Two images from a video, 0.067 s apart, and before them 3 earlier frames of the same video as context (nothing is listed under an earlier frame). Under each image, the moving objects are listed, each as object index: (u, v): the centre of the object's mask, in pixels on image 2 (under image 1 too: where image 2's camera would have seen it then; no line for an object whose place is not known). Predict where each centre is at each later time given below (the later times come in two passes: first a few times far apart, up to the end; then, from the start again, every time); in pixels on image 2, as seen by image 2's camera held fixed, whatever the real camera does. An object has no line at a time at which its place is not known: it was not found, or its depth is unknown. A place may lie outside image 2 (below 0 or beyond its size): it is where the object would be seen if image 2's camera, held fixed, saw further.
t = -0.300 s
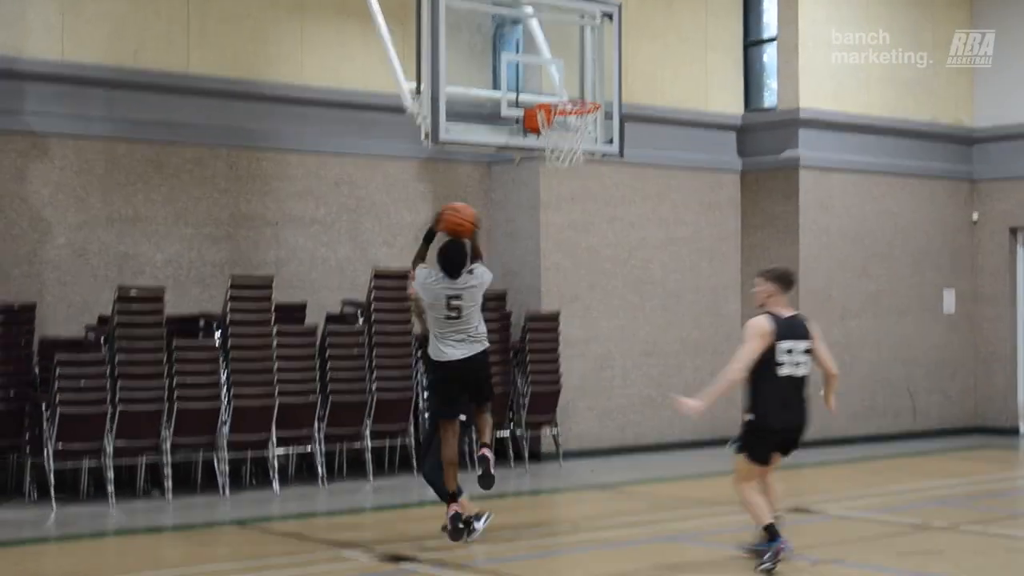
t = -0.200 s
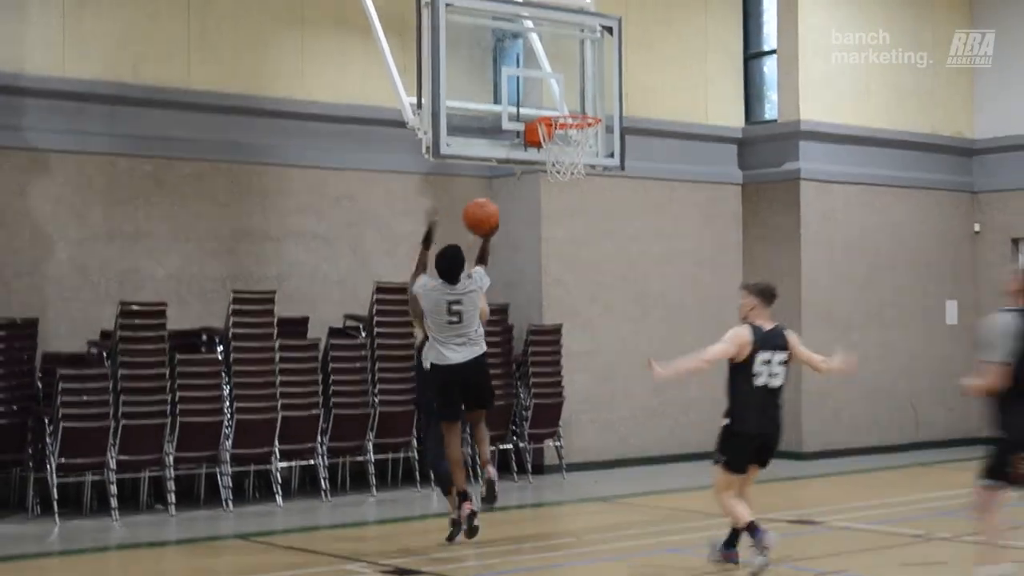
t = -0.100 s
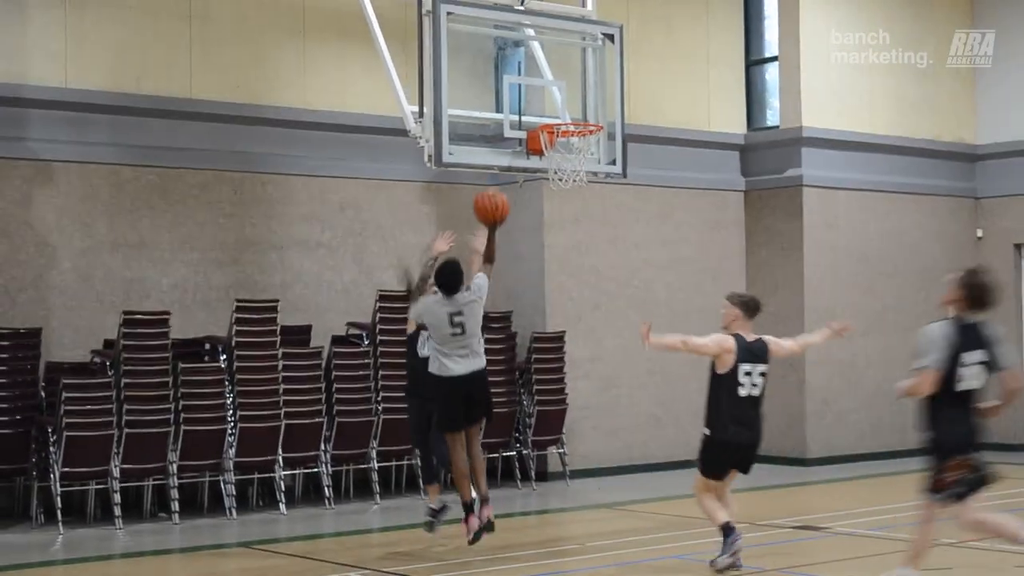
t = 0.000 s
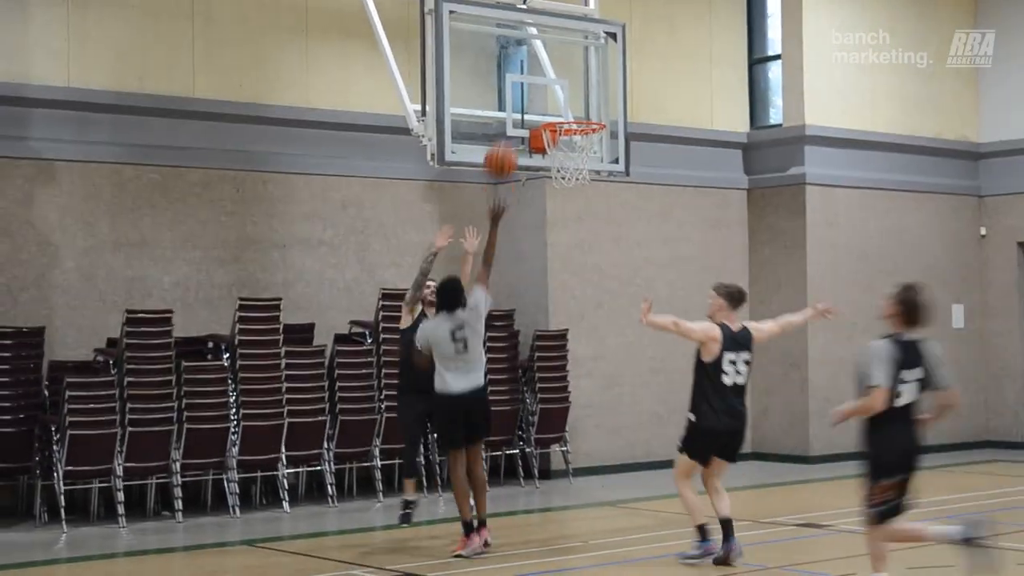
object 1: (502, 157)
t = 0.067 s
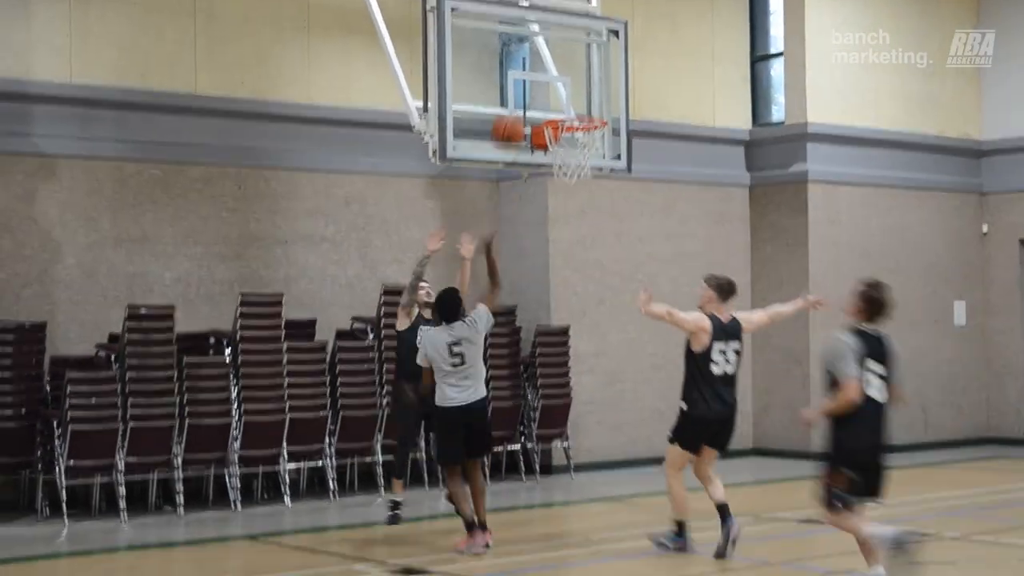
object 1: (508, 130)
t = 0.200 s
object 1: (519, 96)
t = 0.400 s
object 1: (541, 91)
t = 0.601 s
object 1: (594, 135)
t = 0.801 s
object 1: (591, 179)
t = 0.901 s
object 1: (585, 211)
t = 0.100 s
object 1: (510, 119)
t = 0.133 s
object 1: (513, 110)
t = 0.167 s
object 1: (516, 102)
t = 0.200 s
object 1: (519, 96)
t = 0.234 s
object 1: (521, 91)
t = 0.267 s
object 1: (524, 89)
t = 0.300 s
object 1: (526, 87)
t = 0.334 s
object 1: (529, 87)
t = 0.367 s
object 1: (532, 88)
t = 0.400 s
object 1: (541, 91)
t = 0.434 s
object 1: (550, 95)
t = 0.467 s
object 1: (559, 100)
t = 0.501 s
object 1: (568, 106)
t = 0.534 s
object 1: (578, 110)
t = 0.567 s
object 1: (587, 125)
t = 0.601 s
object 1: (594, 135)
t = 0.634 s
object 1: (596, 142)
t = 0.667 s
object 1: (597, 151)
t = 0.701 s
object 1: (596, 156)
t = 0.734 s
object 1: (595, 171)
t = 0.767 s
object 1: (593, 174)
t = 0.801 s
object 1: (591, 179)
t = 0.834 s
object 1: (589, 188)
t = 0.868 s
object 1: (587, 198)
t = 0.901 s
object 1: (585, 211)
